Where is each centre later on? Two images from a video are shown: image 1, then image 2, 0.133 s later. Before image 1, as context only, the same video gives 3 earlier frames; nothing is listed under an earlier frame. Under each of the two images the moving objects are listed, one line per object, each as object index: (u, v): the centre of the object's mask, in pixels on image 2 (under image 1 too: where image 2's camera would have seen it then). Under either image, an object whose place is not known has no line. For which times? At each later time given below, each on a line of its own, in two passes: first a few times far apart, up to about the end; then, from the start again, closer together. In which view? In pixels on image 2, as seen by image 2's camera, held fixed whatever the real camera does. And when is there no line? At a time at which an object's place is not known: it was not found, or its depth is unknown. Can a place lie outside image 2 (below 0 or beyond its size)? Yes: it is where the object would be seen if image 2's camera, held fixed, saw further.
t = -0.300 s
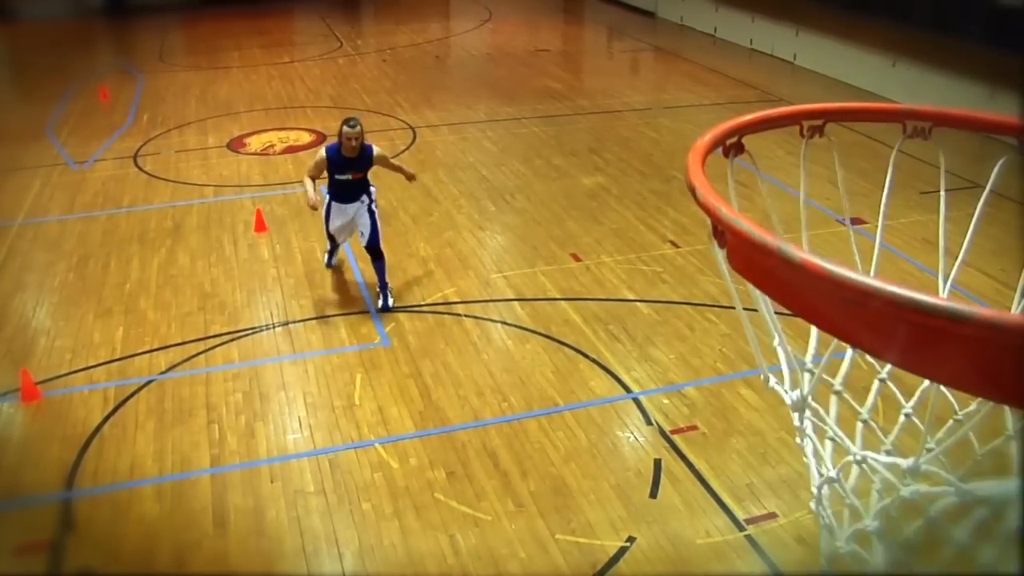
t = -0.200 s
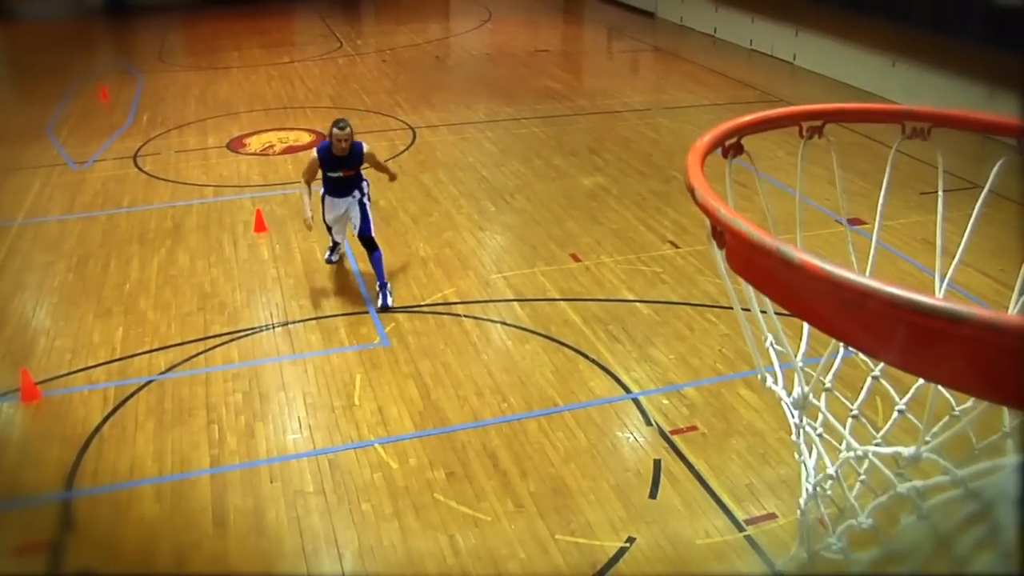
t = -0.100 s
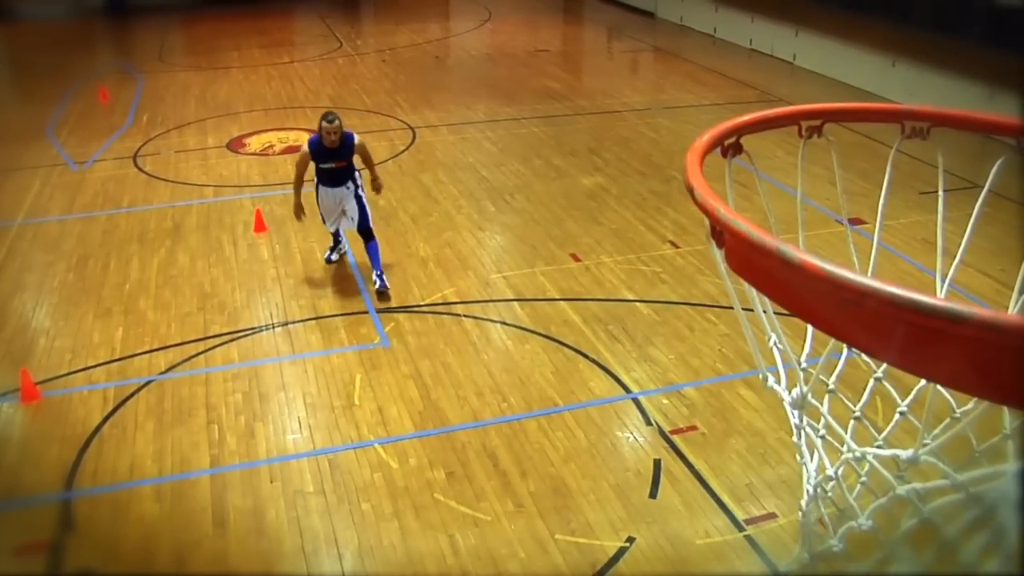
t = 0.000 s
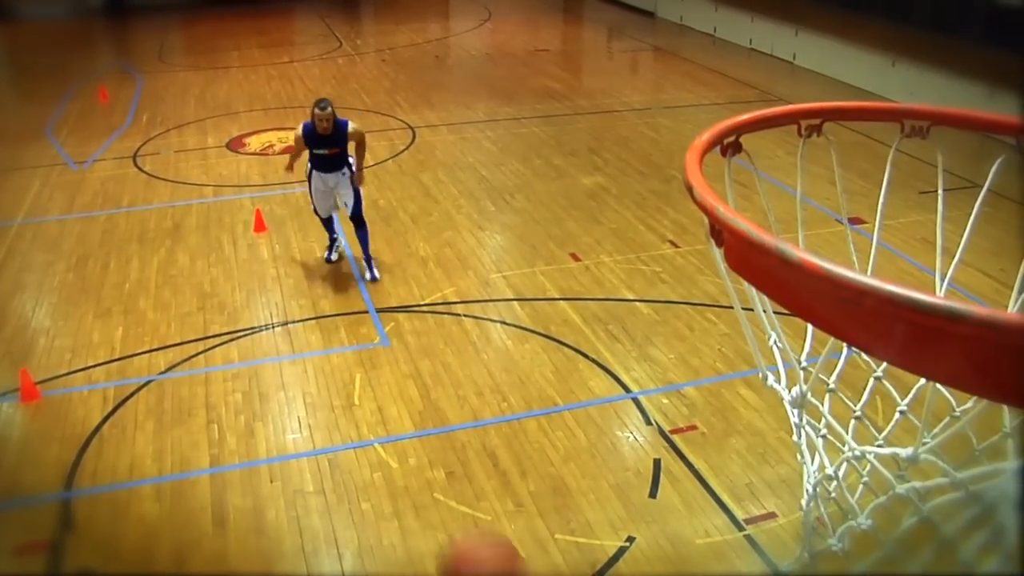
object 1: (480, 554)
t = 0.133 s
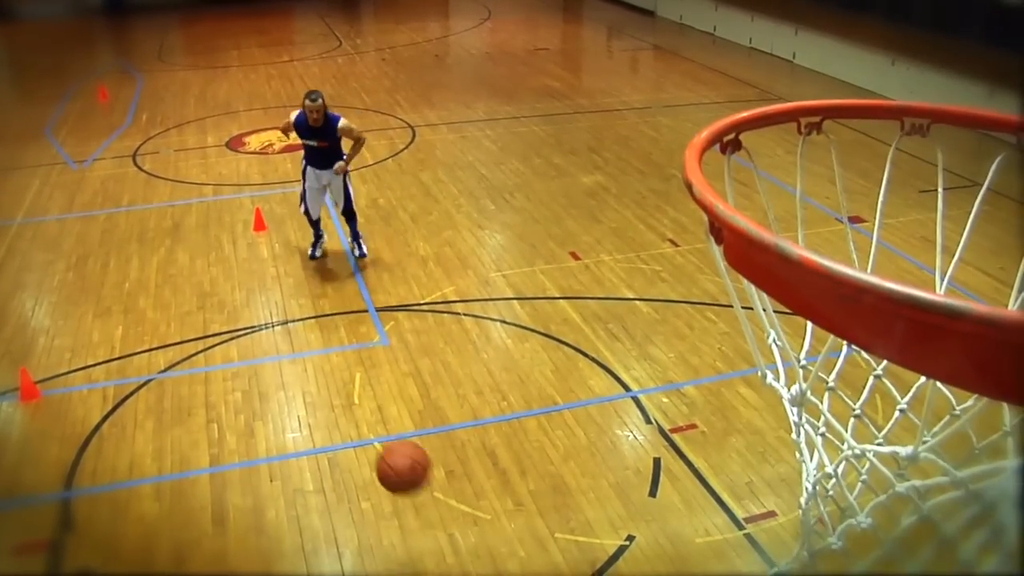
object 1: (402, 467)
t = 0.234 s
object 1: (374, 445)
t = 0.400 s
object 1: (342, 308)
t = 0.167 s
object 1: (391, 457)
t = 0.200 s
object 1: (381, 449)
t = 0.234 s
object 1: (374, 445)
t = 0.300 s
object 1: (361, 418)
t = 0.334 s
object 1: (353, 377)
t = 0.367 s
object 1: (347, 341)
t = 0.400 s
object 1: (342, 308)
